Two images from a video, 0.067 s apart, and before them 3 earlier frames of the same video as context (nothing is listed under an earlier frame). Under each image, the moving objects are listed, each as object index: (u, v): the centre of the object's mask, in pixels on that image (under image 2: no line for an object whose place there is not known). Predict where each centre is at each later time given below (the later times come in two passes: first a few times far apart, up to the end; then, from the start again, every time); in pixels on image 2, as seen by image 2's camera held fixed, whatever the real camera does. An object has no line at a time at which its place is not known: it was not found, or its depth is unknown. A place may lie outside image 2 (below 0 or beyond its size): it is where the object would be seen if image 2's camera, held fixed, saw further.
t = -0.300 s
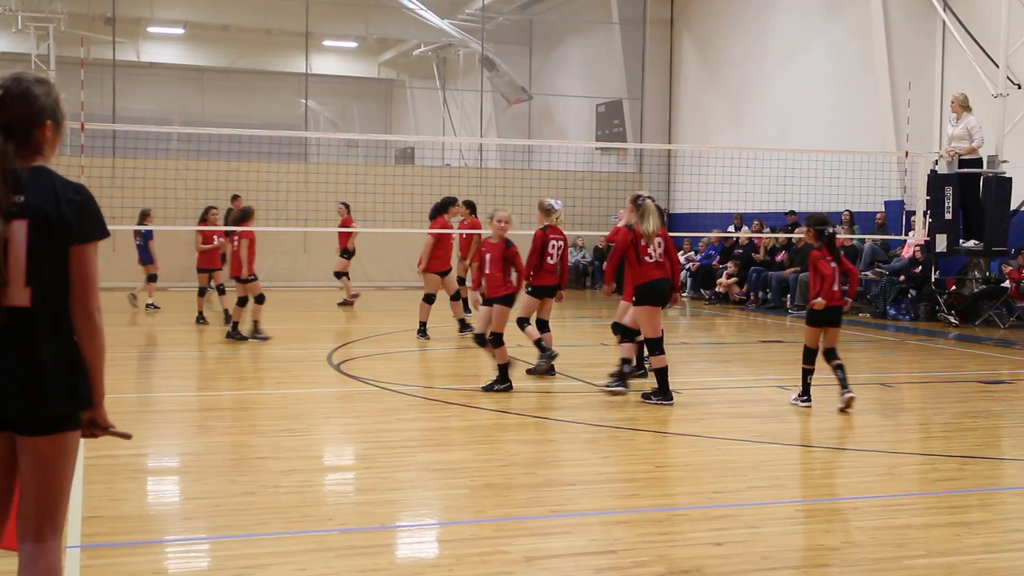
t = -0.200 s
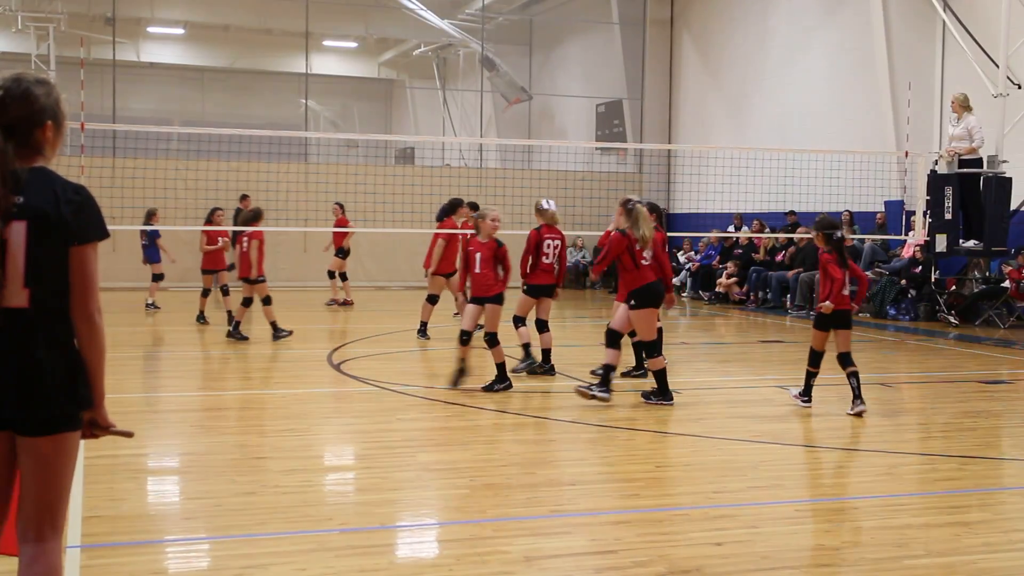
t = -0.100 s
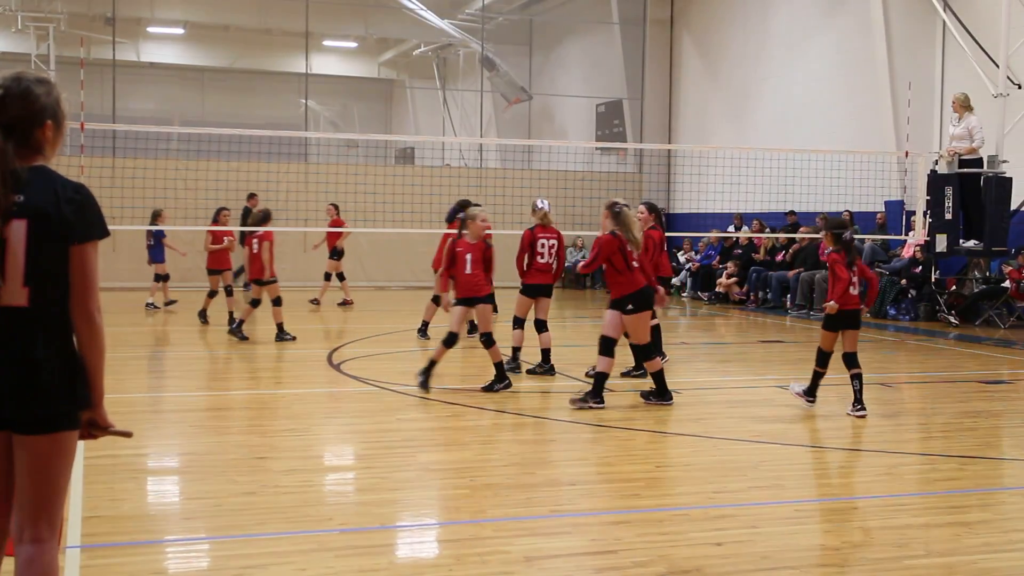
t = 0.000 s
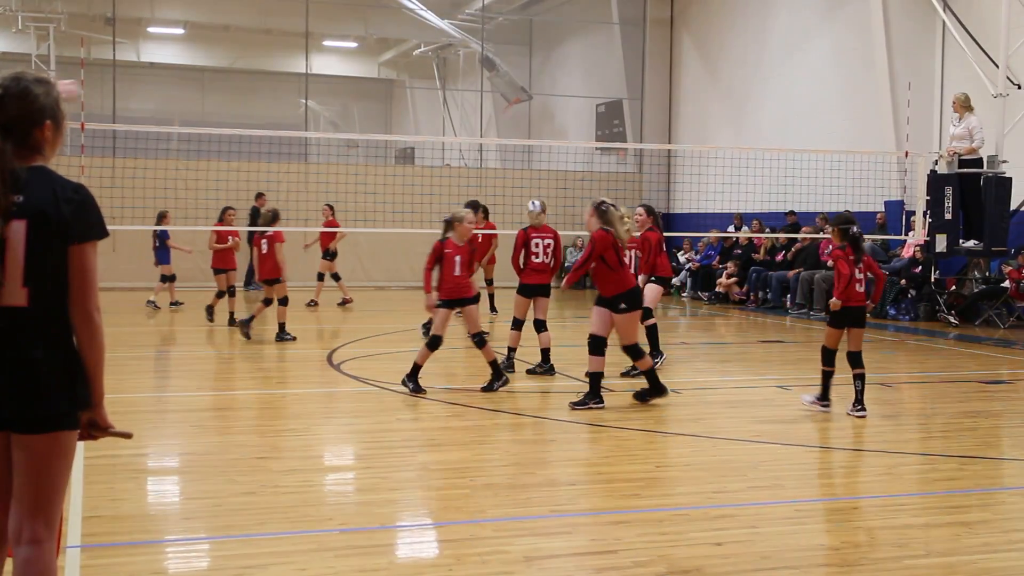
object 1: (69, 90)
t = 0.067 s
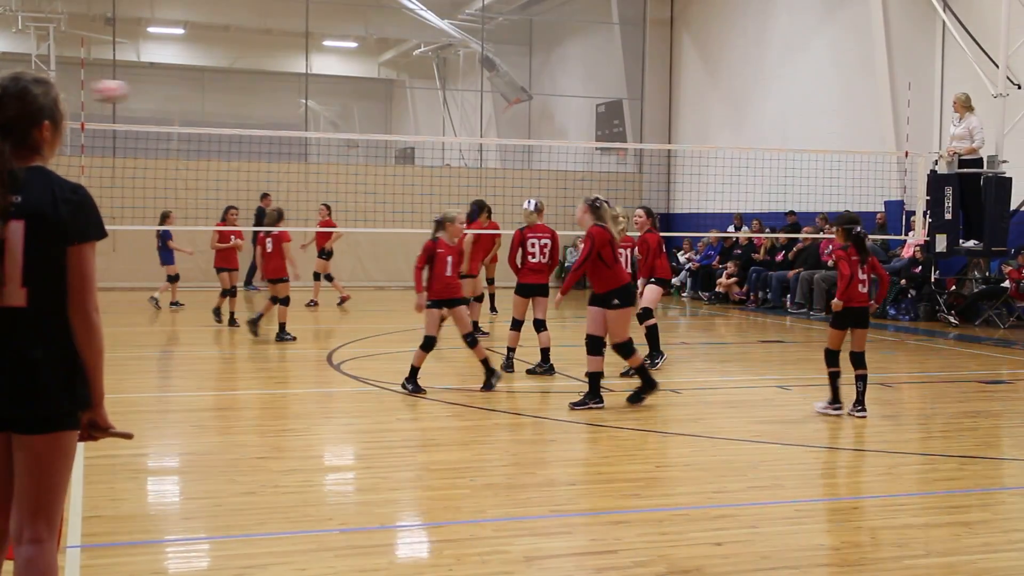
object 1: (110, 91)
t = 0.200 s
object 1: (203, 106)
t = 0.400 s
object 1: (347, 167)
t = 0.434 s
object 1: (370, 181)
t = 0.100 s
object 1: (132, 93)
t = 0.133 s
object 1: (156, 96)
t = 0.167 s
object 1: (179, 100)
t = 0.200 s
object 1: (203, 106)
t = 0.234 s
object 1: (226, 112)
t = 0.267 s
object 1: (250, 120)
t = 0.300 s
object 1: (274, 130)
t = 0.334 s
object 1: (298, 141)
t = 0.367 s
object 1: (323, 154)
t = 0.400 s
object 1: (347, 167)
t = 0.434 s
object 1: (370, 181)
